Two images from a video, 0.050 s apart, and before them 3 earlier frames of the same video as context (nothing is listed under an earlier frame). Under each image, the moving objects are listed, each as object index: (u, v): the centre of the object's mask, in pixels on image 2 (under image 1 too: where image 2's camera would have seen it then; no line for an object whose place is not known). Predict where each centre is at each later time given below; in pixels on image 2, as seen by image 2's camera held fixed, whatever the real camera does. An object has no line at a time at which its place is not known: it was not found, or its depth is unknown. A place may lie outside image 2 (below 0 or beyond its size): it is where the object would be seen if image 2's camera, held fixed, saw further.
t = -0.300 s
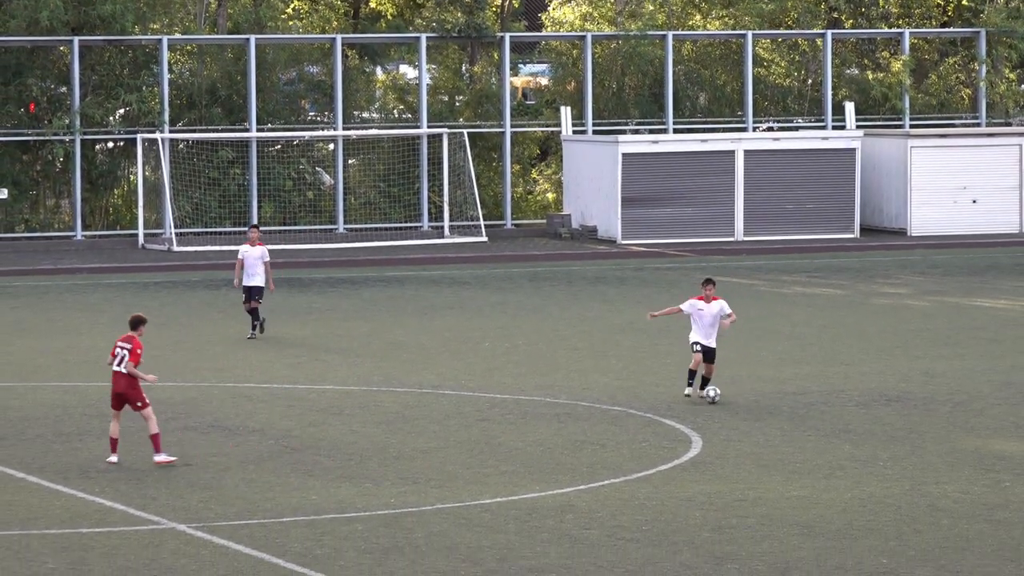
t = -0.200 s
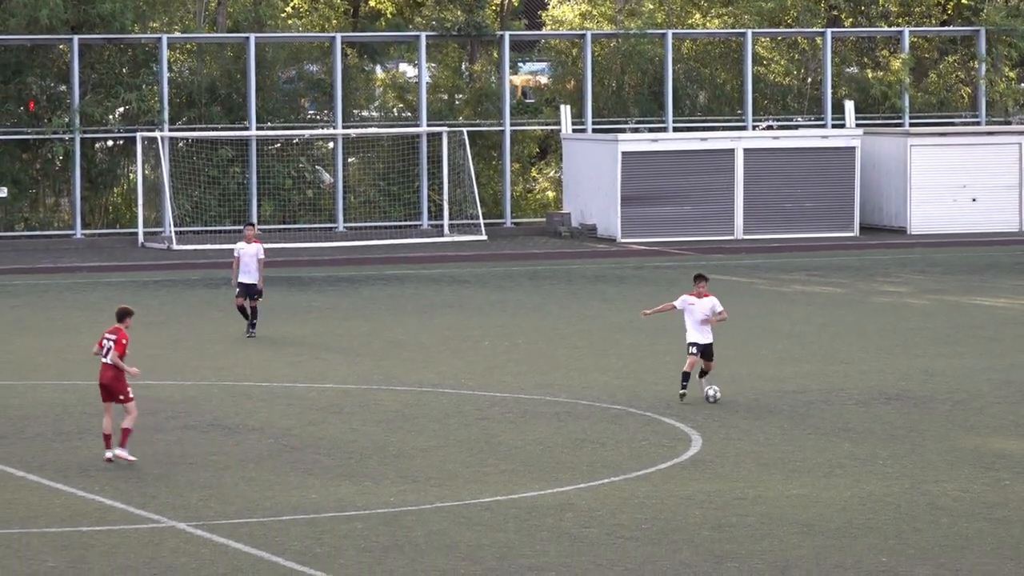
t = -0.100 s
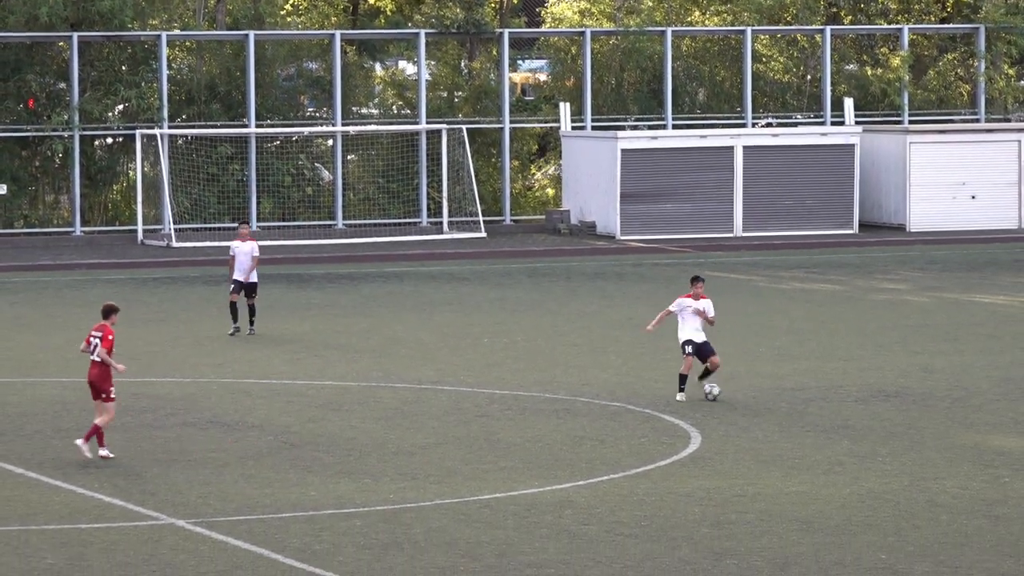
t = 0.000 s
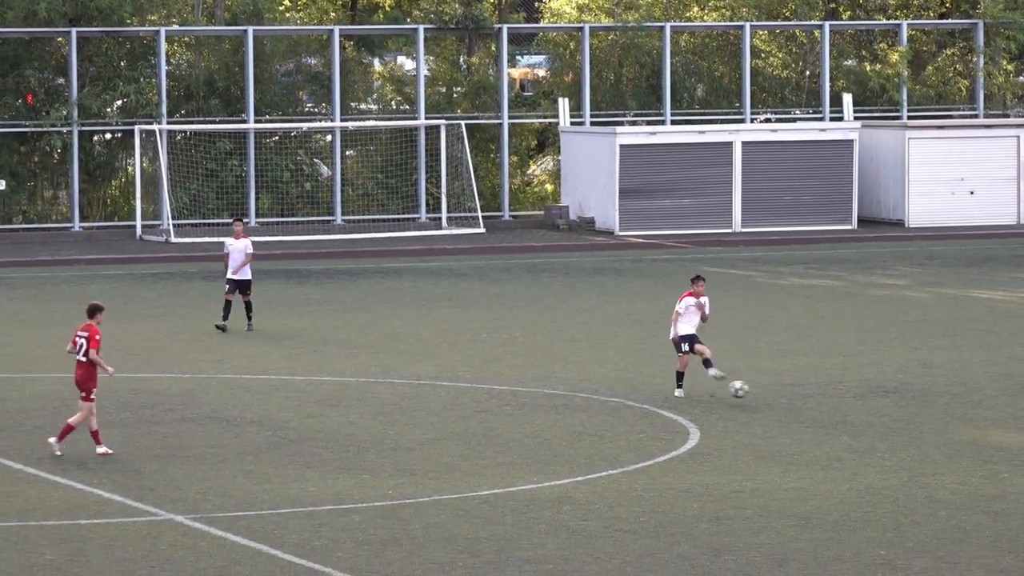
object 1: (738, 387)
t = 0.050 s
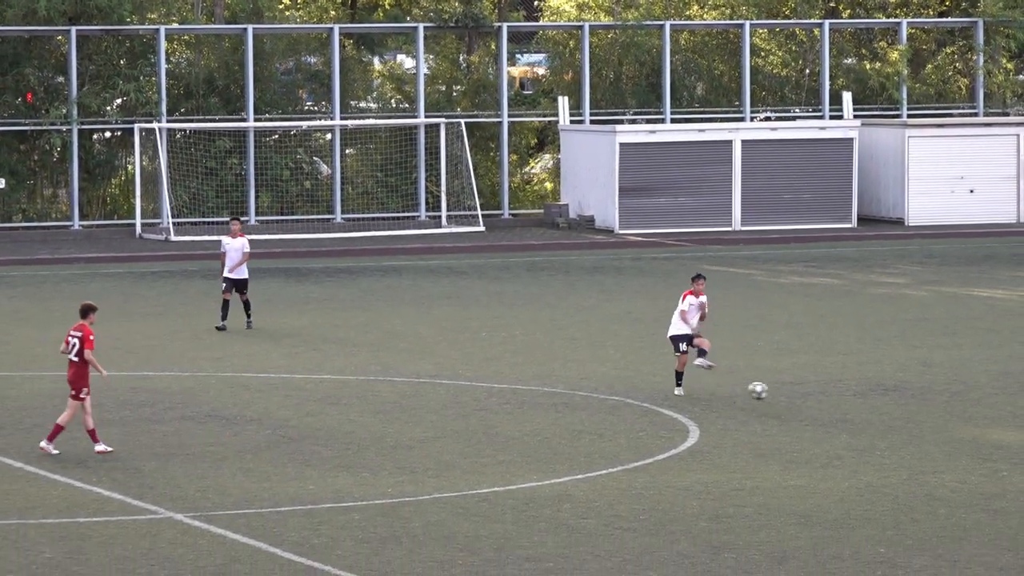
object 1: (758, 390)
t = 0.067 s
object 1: (763, 392)
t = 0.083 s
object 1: (770, 393)
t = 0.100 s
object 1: (777, 395)
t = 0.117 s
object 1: (783, 398)
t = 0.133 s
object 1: (789, 400)
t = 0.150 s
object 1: (796, 402)
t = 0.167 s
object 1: (802, 405)
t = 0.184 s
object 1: (808, 409)
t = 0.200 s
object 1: (814, 412)
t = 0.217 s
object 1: (821, 416)
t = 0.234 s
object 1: (827, 421)
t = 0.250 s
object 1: (832, 425)
